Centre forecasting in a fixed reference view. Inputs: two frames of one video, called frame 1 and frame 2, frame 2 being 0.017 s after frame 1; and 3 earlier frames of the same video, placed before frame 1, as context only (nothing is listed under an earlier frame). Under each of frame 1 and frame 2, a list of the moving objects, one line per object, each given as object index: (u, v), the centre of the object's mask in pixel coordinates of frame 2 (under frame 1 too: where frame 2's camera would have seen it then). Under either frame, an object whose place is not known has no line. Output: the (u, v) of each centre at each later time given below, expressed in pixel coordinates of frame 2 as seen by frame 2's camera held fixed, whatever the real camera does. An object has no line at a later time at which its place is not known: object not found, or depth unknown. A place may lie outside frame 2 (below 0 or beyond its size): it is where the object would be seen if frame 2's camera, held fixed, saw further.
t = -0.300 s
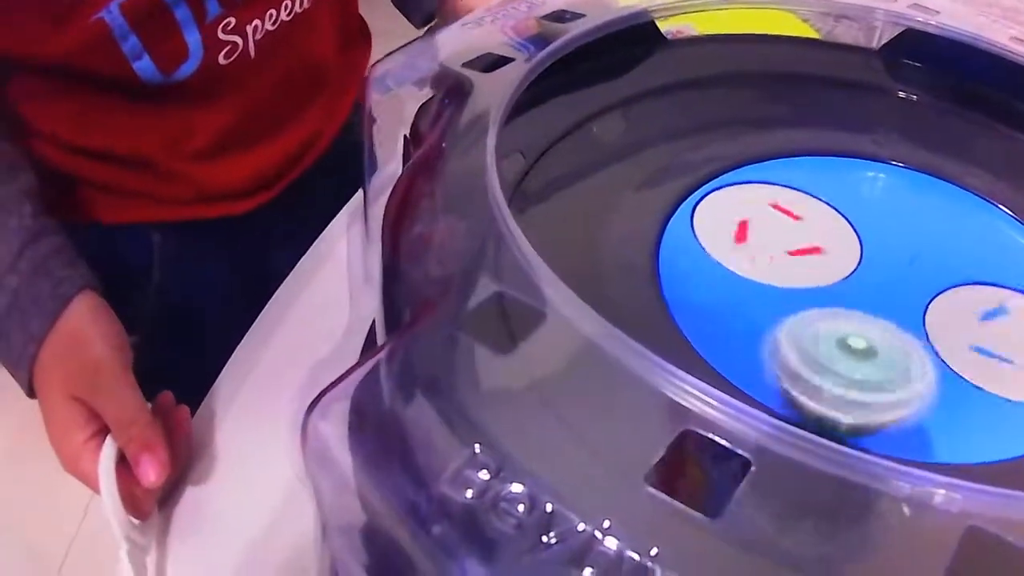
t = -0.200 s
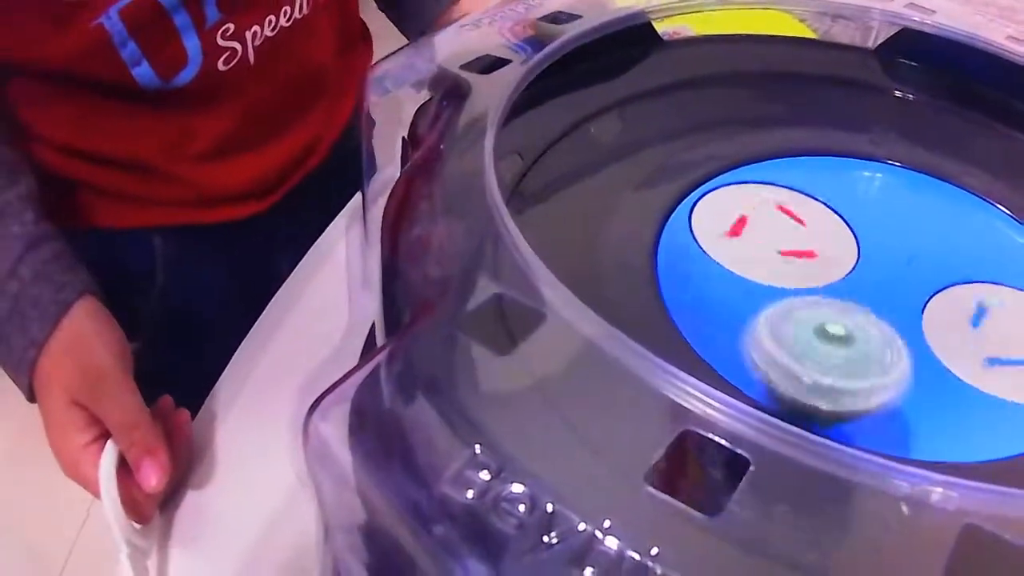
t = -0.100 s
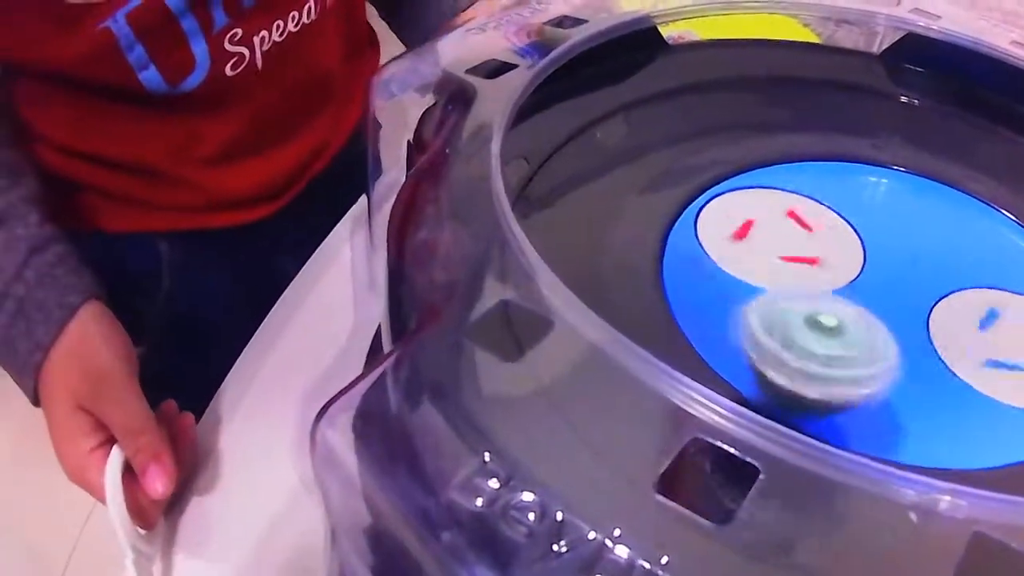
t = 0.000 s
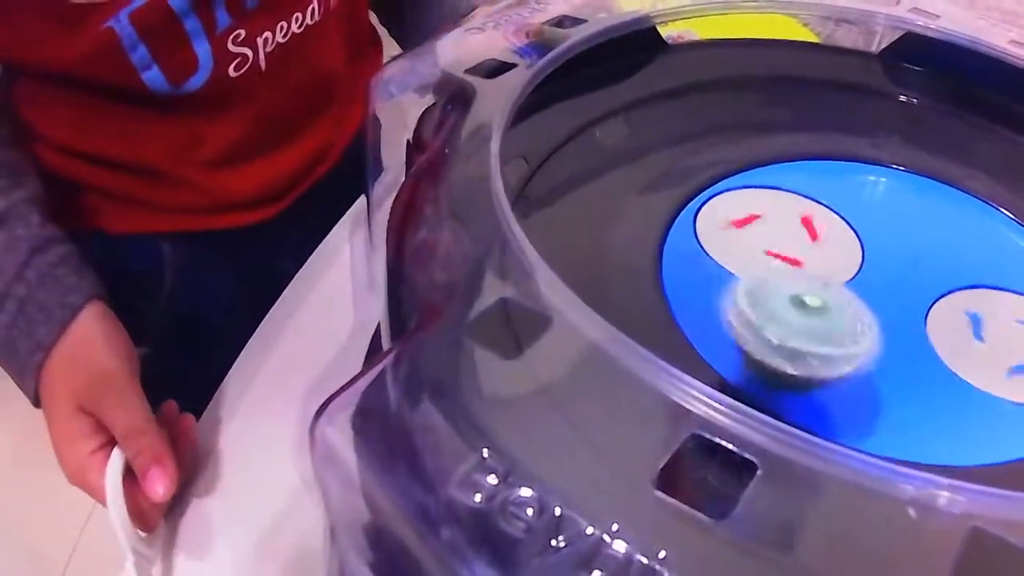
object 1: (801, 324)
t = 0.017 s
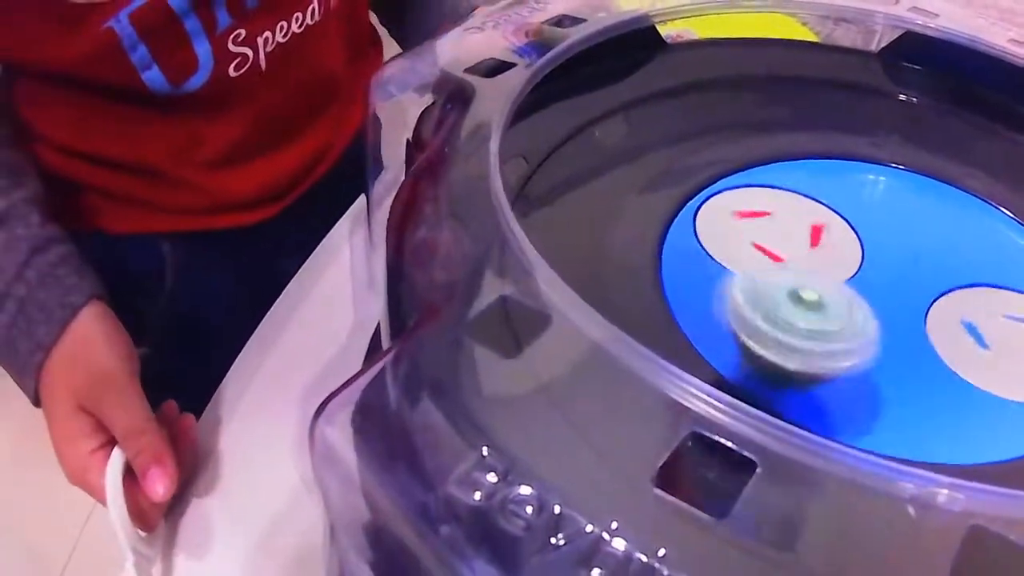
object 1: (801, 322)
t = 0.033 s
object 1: (797, 319)
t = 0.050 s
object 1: (797, 315)
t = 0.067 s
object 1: (795, 312)
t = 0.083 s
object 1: (793, 308)
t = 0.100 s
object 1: (794, 308)
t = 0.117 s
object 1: (789, 301)
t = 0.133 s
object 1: (790, 297)
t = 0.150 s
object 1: (789, 295)
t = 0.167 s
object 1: (787, 291)
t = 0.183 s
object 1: (787, 288)
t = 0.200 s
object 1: (785, 286)
